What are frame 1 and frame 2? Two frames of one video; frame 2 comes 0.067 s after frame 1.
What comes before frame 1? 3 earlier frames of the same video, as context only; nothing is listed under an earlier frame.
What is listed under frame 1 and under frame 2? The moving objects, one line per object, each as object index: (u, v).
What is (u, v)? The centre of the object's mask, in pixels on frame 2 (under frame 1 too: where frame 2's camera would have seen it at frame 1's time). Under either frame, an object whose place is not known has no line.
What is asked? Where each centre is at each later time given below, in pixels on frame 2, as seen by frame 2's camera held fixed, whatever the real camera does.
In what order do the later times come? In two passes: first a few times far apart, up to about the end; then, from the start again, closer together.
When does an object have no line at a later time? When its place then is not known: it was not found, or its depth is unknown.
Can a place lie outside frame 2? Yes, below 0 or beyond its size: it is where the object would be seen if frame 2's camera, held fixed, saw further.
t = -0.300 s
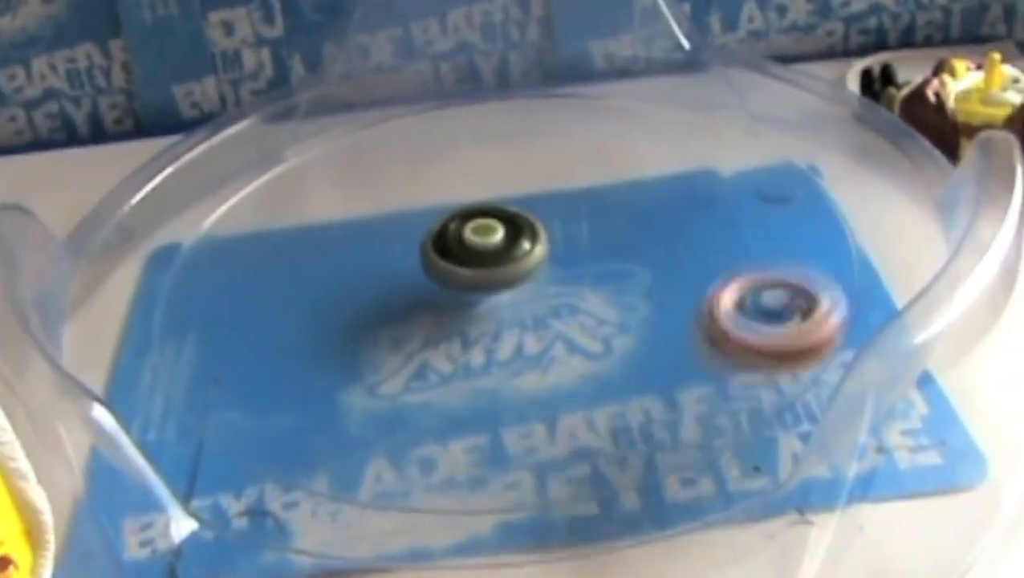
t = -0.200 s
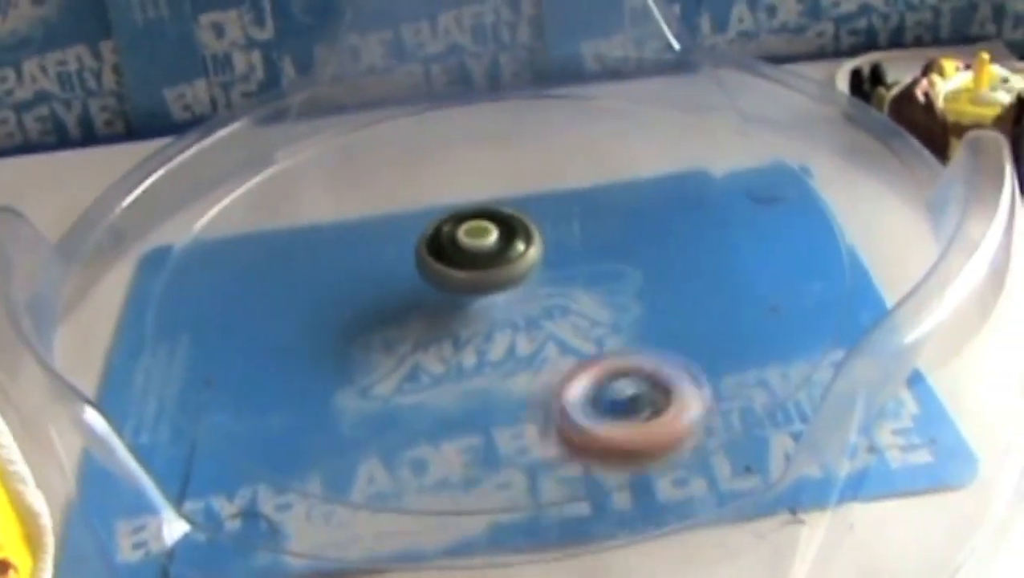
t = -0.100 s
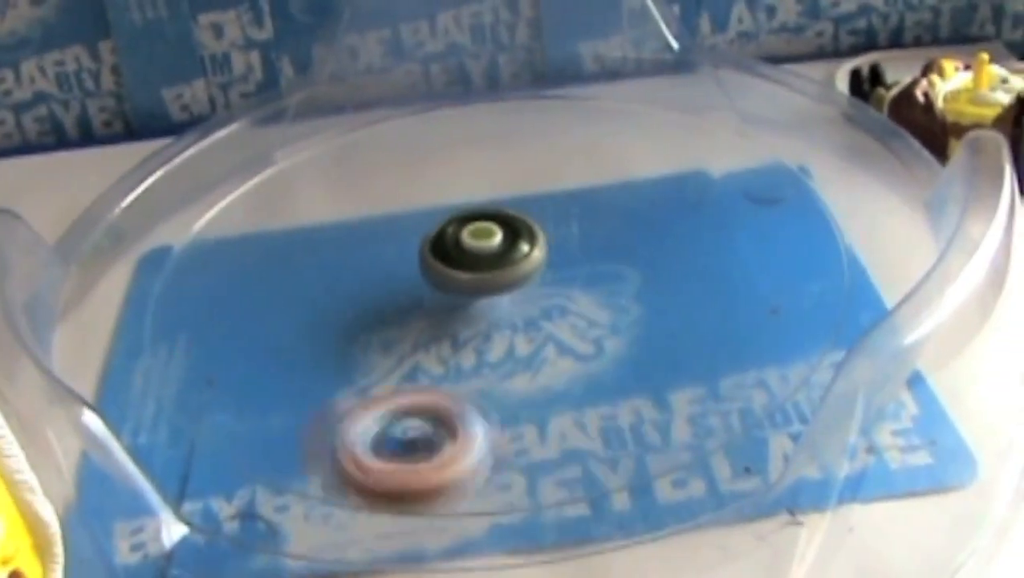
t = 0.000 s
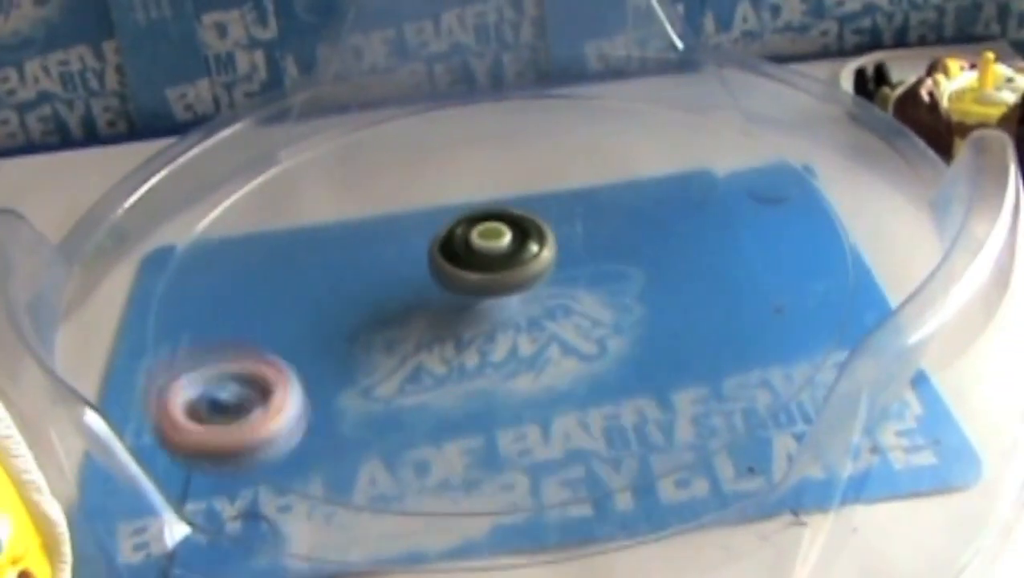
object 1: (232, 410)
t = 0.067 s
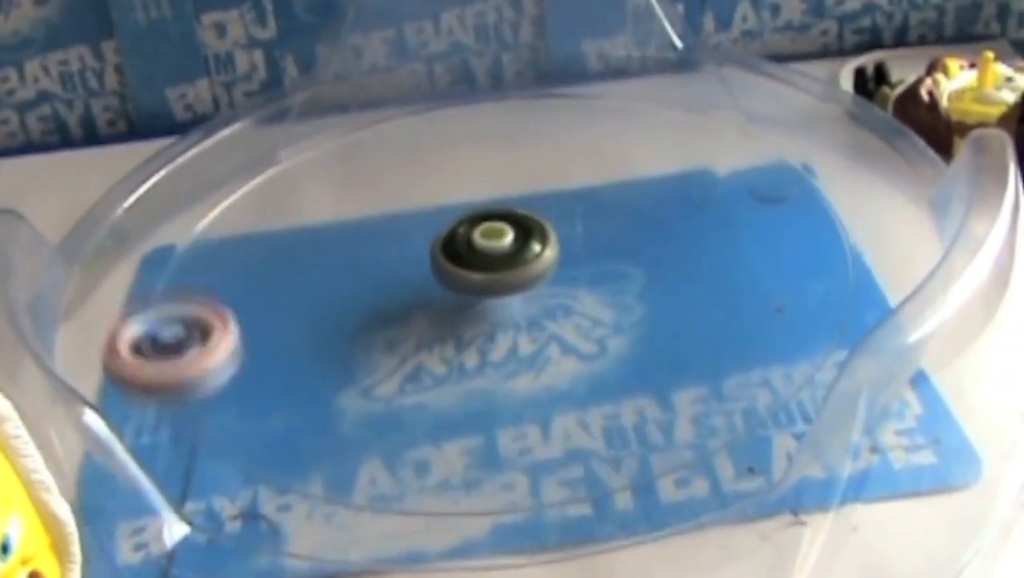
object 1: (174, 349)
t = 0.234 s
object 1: (200, 201)
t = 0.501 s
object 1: (521, 88)
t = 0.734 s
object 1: (777, 186)
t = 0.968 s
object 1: (647, 404)
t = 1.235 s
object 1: (185, 356)
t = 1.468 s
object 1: (240, 165)
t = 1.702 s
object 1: (523, 85)
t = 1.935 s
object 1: (772, 176)
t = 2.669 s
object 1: (222, 178)
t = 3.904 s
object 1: (271, 163)
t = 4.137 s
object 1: (553, 107)
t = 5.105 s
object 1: (316, 153)
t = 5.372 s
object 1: (629, 124)
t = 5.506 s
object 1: (744, 197)
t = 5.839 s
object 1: (435, 413)
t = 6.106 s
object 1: (206, 258)
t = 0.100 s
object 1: (158, 318)
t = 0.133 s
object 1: (155, 287)
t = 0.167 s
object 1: (161, 256)
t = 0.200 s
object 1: (178, 229)
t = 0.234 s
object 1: (200, 201)
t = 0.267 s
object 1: (228, 177)
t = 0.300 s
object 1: (263, 153)
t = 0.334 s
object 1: (301, 134)
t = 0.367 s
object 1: (343, 118)
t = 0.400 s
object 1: (384, 107)
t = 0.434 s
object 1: (432, 97)
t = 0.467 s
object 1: (475, 91)
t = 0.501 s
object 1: (521, 88)
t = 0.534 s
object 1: (566, 91)
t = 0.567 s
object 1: (609, 97)
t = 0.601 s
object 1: (648, 107)
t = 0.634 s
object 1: (689, 118)
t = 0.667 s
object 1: (724, 138)
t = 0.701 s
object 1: (756, 163)
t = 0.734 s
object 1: (777, 186)
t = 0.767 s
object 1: (791, 214)
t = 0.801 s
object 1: (795, 248)
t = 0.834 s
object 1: (790, 282)
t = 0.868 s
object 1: (772, 313)
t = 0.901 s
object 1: (742, 347)
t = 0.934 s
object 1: (701, 377)
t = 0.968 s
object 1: (647, 404)
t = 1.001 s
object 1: (577, 425)
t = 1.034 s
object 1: (512, 437)
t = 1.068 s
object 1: (440, 443)
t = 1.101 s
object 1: (373, 438)
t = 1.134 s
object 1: (309, 429)
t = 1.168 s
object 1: (251, 410)
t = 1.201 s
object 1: (215, 387)
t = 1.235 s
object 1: (185, 356)
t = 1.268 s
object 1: (162, 333)
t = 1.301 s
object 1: (152, 305)
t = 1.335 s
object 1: (154, 274)
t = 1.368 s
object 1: (166, 245)
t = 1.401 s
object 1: (184, 217)
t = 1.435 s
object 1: (211, 190)
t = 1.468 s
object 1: (240, 165)
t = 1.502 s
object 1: (273, 144)
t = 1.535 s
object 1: (309, 127)
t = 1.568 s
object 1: (351, 112)
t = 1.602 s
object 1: (393, 102)
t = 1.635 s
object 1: (437, 92)
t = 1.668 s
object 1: (478, 87)
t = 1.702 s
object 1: (523, 85)
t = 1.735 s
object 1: (564, 86)
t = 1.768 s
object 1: (606, 92)
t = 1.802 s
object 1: (645, 102)
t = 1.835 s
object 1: (683, 116)
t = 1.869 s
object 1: (718, 134)
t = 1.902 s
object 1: (750, 154)
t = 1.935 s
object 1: (772, 176)
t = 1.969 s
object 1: (788, 204)
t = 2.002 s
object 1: (794, 237)
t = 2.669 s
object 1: (222, 178)
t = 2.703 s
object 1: (251, 156)
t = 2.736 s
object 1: (284, 137)
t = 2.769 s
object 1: (322, 122)
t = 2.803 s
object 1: (360, 109)
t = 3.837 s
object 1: (211, 207)
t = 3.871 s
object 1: (239, 185)
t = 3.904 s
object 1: (271, 163)
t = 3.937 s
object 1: (306, 145)
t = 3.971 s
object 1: (344, 132)
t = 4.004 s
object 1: (384, 121)
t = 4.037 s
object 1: (426, 111)
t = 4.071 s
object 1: (467, 107)
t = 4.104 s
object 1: (509, 105)
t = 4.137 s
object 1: (553, 107)
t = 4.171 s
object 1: (592, 113)
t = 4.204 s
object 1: (630, 124)
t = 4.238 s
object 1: (666, 136)
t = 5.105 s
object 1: (316, 153)
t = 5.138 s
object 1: (351, 137)
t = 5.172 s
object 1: (390, 126)
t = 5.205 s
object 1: (430, 117)
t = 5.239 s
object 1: (470, 111)
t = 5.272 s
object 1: (512, 108)
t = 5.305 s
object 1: (552, 109)
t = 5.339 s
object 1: (592, 114)
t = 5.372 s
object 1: (629, 124)
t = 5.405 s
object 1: (665, 136)
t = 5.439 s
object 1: (698, 152)
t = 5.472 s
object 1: (724, 173)
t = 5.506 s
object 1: (744, 197)
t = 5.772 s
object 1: (557, 405)
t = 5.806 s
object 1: (498, 415)
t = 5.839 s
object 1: (435, 413)
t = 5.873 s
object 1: (380, 408)
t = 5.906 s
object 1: (323, 394)
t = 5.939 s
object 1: (280, 379)
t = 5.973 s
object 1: (248, 358)
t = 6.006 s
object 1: (223, 335)
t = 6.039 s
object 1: (208, 309)
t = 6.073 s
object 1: (202, 282)
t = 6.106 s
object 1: (206, 258)
